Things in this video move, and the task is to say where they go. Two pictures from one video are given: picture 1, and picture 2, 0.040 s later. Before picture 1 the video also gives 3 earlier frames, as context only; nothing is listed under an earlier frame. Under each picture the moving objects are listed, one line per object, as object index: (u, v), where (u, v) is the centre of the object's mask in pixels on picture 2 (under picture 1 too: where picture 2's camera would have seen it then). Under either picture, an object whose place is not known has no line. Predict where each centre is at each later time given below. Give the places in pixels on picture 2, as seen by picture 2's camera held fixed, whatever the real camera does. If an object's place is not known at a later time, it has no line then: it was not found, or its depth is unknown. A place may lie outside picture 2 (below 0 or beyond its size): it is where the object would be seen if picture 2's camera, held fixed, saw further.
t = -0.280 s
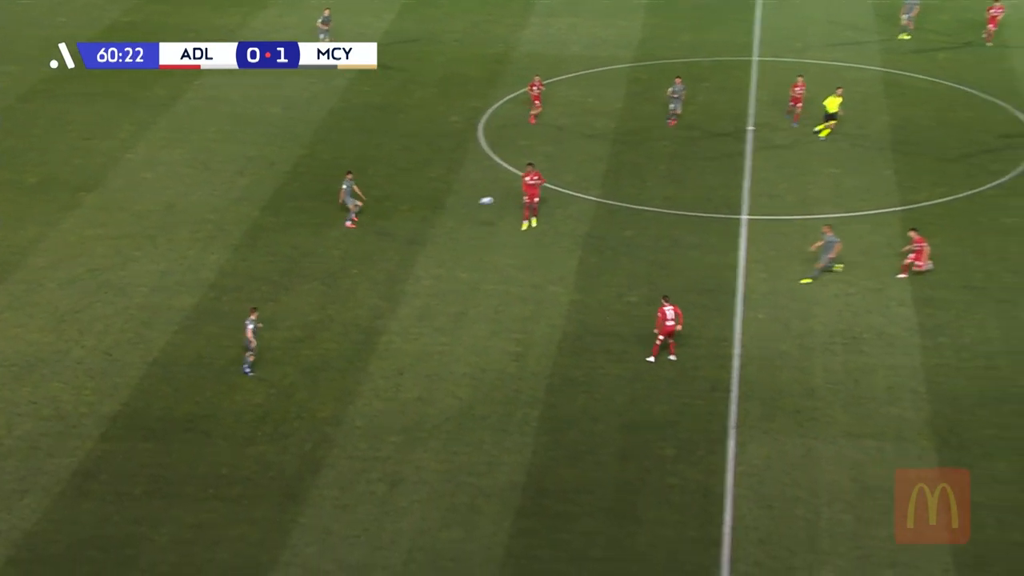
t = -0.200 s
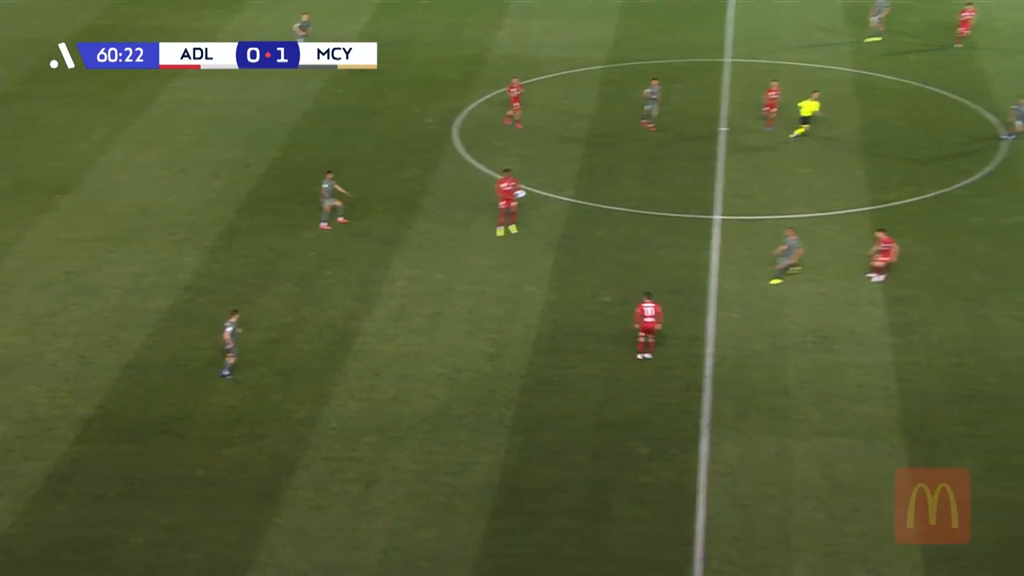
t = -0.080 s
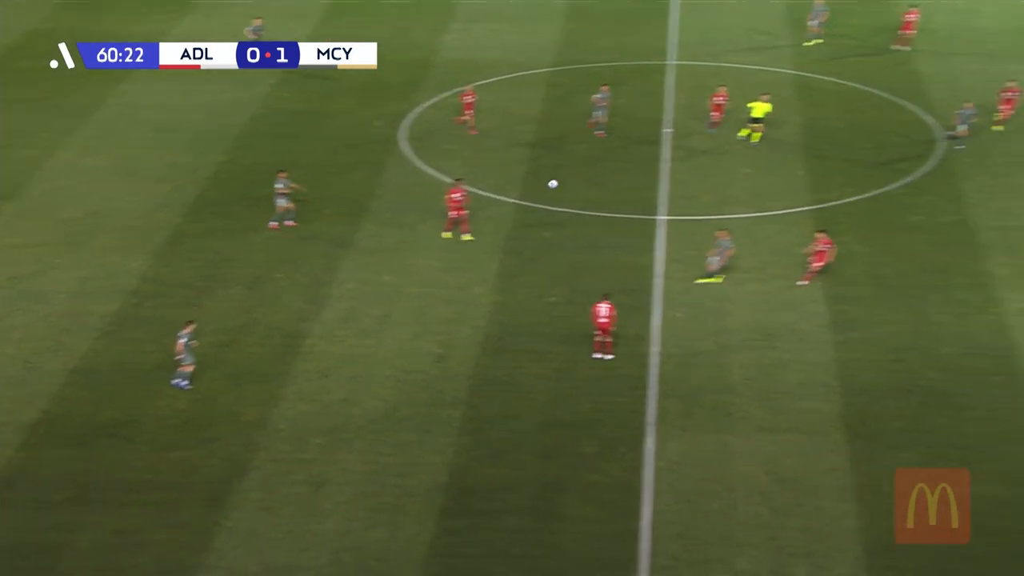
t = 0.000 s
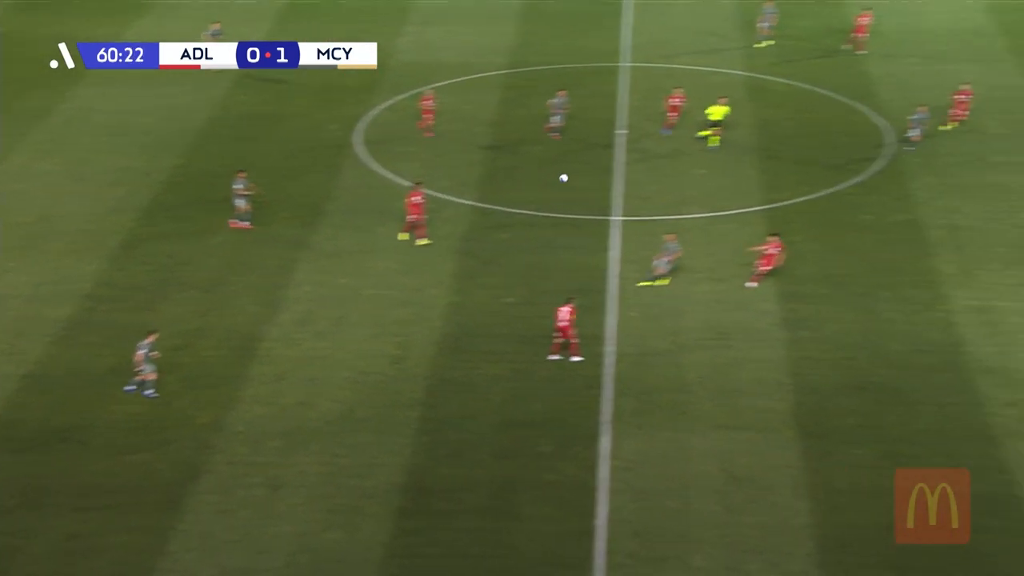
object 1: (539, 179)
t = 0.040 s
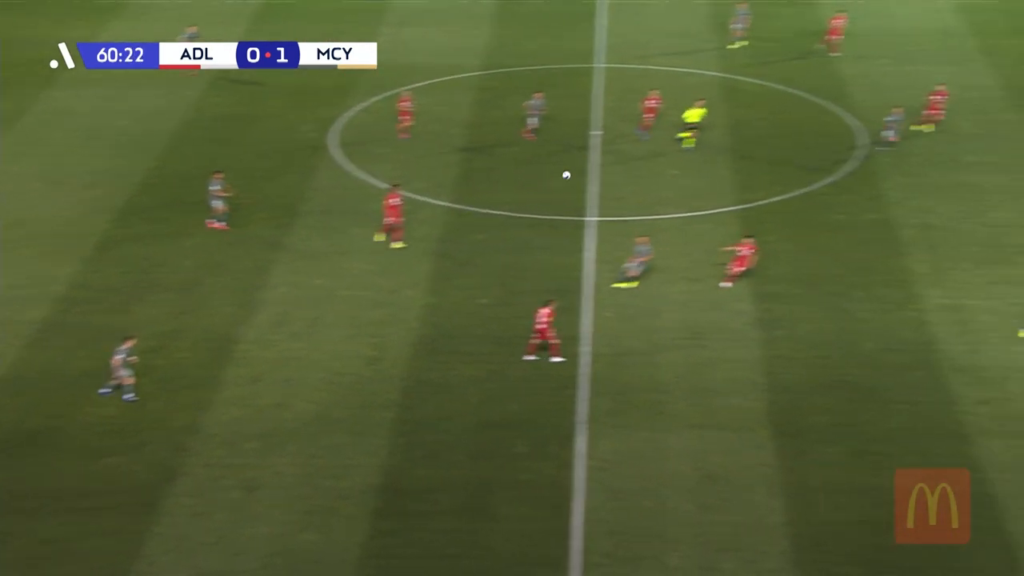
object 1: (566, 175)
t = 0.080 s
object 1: (592, 171)
